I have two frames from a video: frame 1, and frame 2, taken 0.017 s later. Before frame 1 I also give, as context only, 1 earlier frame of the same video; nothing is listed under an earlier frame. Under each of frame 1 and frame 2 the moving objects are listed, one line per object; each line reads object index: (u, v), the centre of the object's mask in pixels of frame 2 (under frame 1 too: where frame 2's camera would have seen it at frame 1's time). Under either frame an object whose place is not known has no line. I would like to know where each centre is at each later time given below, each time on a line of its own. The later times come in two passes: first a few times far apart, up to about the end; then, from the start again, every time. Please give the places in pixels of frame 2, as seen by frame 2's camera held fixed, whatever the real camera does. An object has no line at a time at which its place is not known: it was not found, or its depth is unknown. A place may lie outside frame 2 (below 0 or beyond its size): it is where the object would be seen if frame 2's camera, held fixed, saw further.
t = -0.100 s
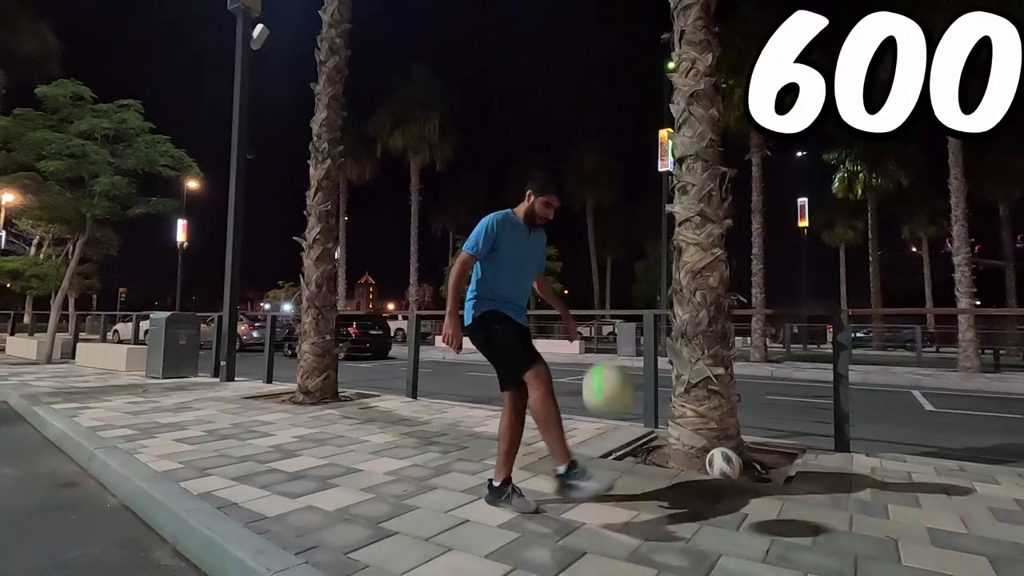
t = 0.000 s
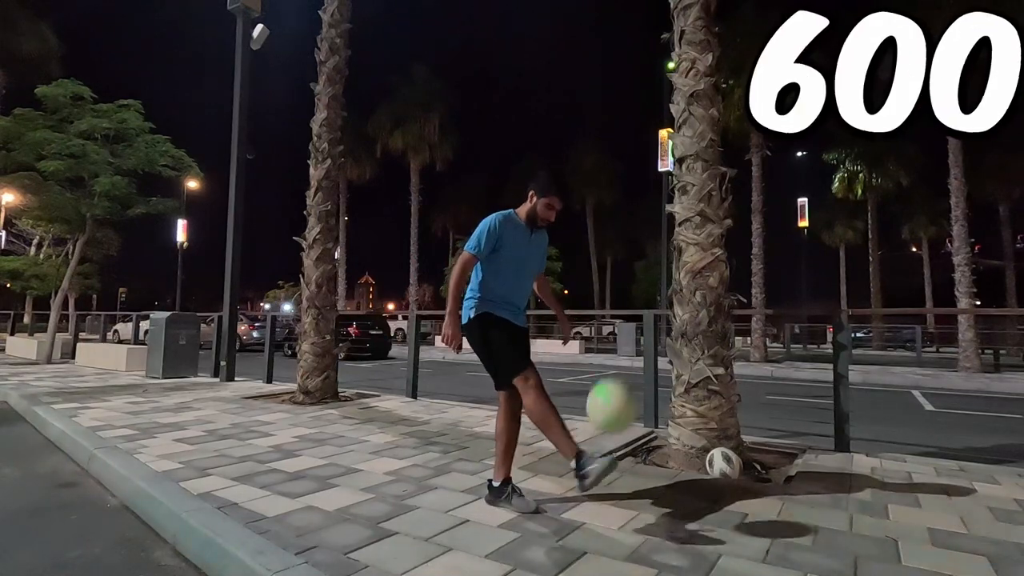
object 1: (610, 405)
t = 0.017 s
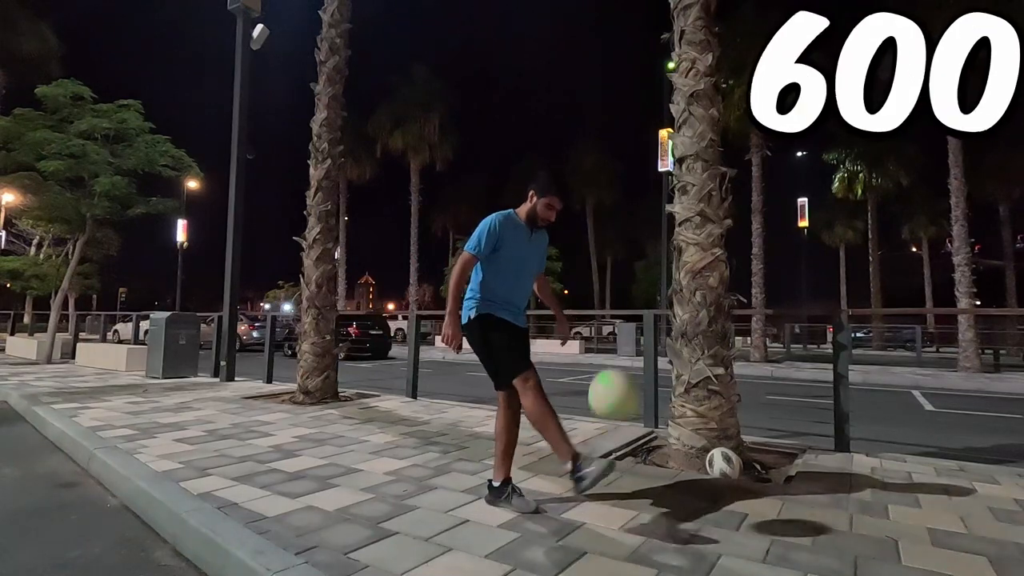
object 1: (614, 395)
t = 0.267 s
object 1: (642, 302)
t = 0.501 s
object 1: (668, 340)
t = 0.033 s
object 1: (614, 384)
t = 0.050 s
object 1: (617, 373)
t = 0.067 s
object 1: (620, 364)
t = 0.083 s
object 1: (621, 356)
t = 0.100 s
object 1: (623, 347)
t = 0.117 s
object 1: (625, 340)
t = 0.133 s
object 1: (627, 333)
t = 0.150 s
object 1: (629, 327)
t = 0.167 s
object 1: (631, 322)
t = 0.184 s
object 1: (633, 317)
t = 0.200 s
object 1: (635, 313)
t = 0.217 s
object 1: (637, 309)
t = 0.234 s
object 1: (639, 306)
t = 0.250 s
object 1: (641, 304)
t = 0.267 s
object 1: (642, 302)
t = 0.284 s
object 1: (644, 301)
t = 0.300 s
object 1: (646, 301)
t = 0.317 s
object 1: (648, 301)
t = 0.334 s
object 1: (649, 301)
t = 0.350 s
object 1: (651, 302)
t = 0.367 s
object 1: (653, 304)
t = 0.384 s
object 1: (654, 307)
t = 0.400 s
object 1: (657, 310)
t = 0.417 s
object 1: (659, 314)
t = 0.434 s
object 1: (661, 318)
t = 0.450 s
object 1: (663, 322)
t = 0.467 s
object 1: (664, 327)
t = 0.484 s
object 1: (666, 334)
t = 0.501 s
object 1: (668, 340)
